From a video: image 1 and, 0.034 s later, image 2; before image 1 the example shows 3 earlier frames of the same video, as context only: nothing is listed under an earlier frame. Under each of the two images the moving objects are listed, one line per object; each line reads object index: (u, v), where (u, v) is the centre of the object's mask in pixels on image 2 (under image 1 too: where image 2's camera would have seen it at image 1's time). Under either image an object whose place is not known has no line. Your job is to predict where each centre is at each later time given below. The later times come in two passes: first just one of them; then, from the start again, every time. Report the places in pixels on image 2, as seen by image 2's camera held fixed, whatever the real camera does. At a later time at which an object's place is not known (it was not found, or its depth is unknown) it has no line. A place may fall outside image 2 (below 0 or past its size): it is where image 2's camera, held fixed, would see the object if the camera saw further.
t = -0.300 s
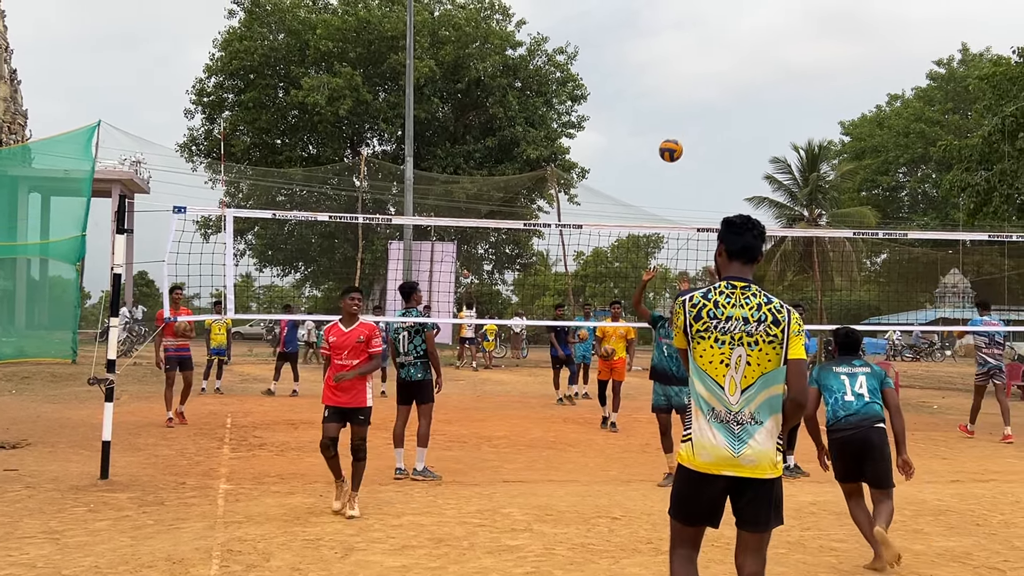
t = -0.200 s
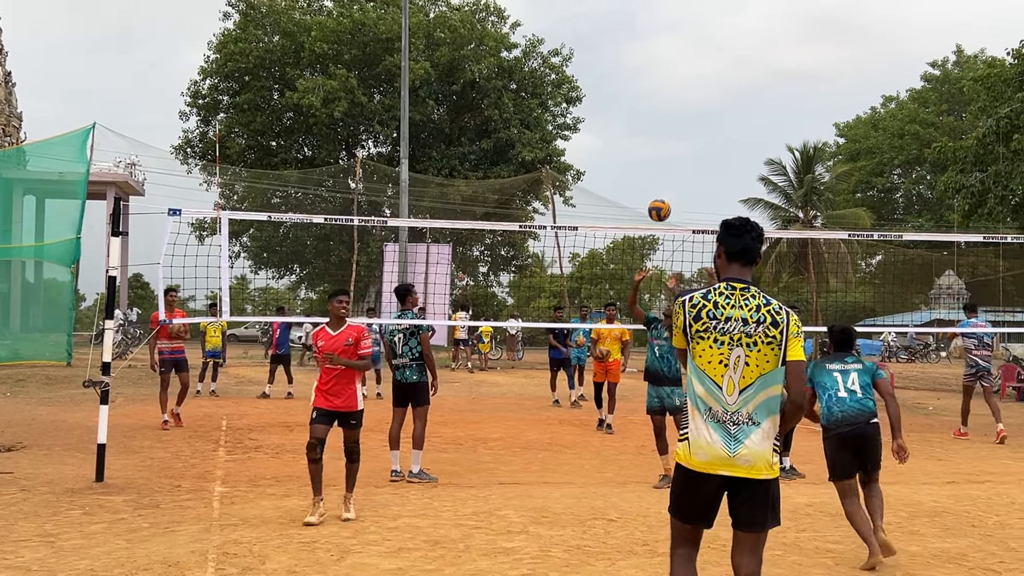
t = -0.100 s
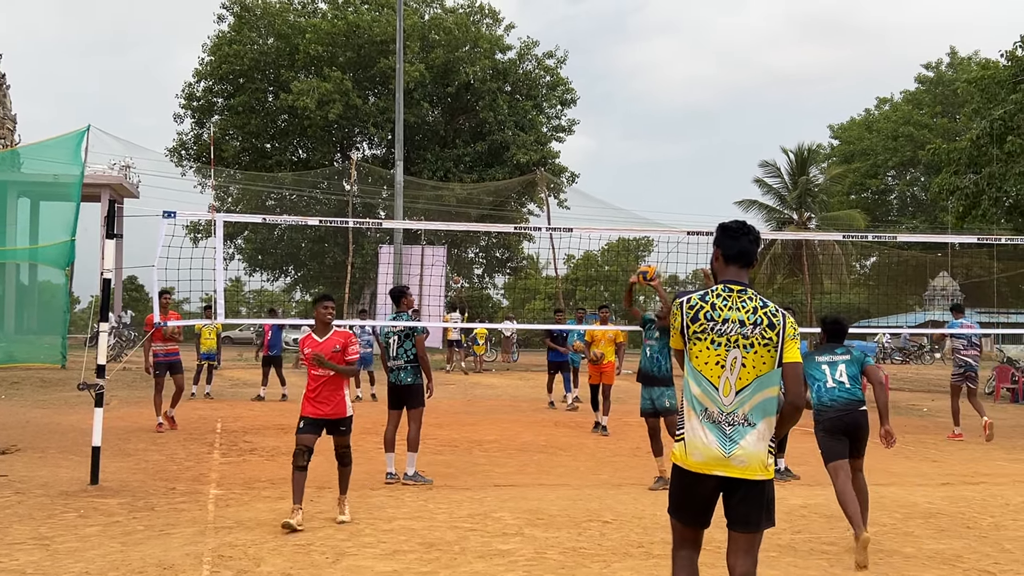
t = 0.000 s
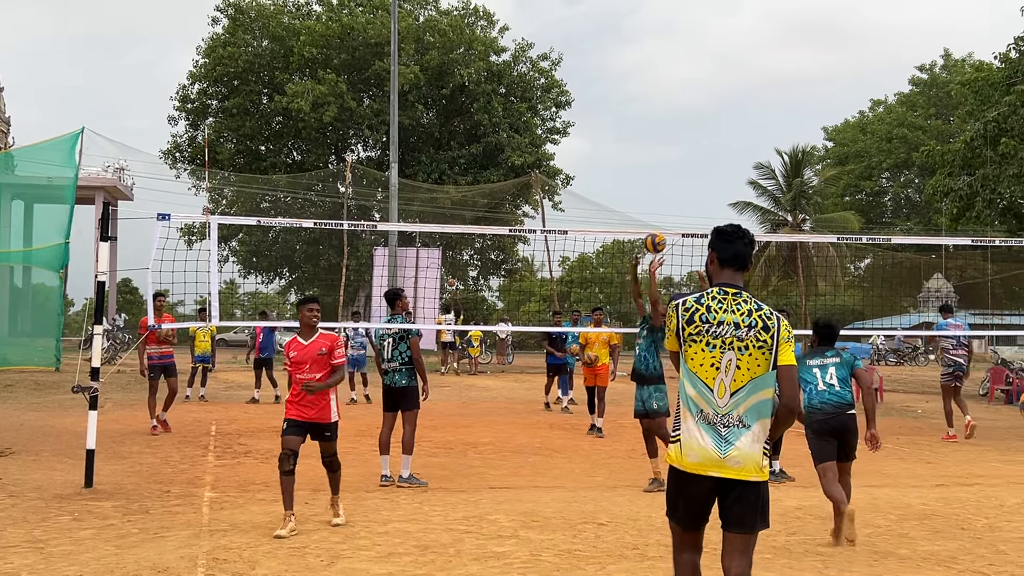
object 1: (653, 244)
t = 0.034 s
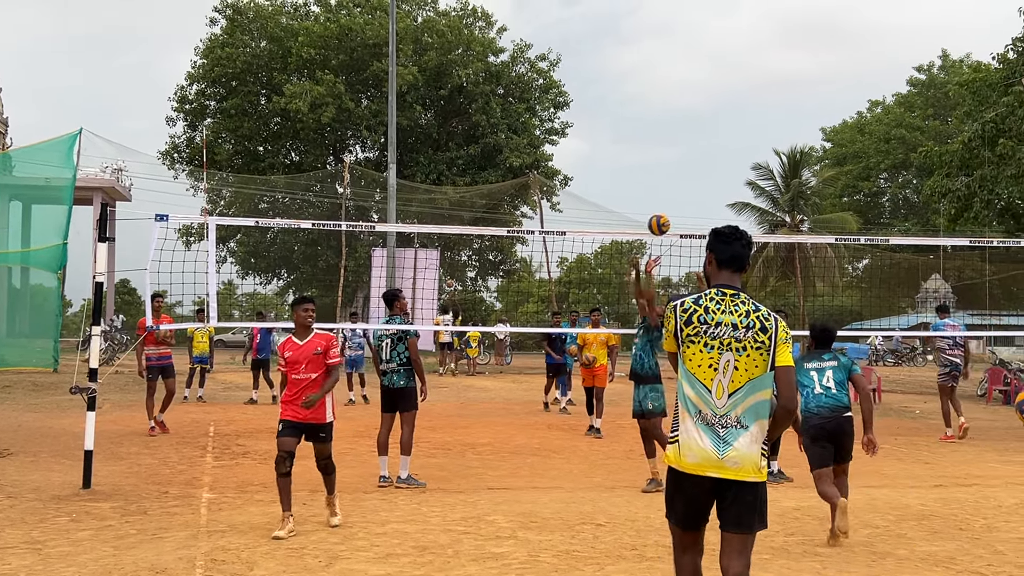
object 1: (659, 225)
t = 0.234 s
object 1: (691, 138)
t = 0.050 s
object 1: (662, 216)
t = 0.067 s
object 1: (664, 207)
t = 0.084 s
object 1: (667, 198)
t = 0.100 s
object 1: (670, 190)
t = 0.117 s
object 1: (673, 183)
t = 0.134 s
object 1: (675, 176)
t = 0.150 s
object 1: (677, 169)
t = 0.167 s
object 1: (680, 162)
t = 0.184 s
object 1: (683, 156)
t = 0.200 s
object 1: (685, 150)
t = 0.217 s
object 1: (688, 144)
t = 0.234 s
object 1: (691, 138)
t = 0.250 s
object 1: (693, 133)
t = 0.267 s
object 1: (696, 128)
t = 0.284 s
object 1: (699, 124)
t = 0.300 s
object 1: (701, 119)
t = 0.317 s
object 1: (704, 116)
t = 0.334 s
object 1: (706, 112)
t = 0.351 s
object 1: (709, 108)
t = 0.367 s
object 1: (711, 105)
